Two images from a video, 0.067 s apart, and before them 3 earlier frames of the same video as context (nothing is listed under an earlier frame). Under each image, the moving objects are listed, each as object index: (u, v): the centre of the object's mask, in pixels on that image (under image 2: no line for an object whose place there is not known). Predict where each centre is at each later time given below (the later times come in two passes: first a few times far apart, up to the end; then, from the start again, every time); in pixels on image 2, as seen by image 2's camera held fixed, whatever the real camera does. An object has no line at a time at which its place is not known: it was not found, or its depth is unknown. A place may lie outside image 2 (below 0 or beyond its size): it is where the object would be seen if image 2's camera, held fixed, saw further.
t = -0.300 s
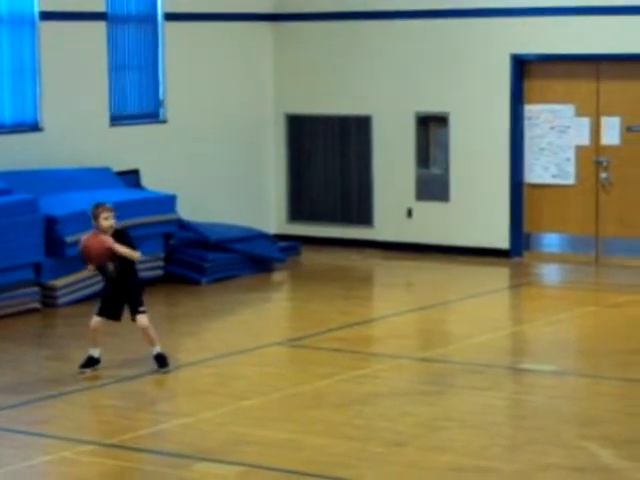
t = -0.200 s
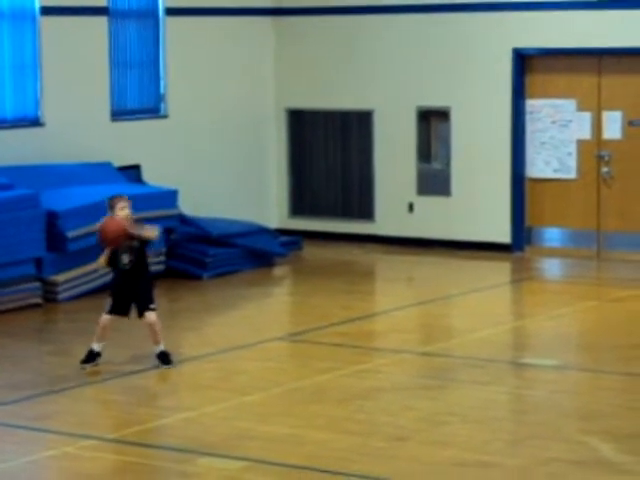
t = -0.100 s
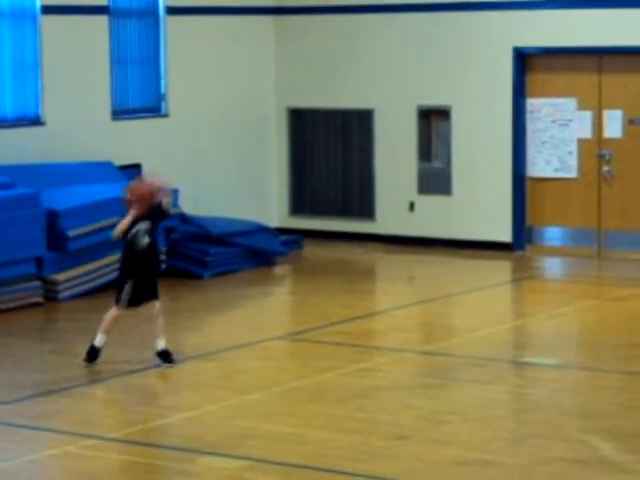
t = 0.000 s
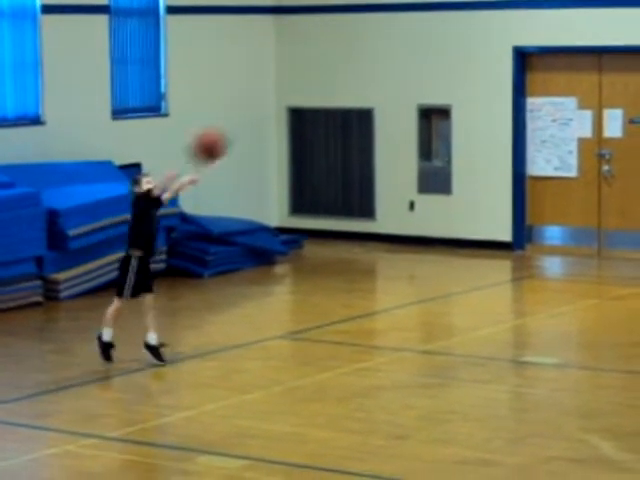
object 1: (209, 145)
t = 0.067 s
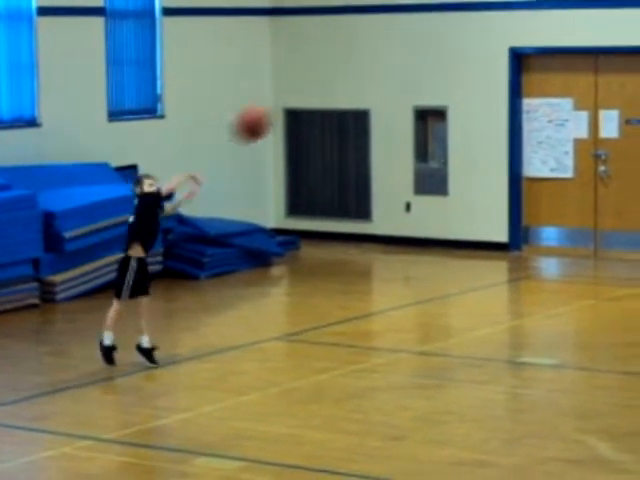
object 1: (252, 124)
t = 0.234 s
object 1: (379, 90)
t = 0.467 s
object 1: (575, 109)
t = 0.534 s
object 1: (632, 133)
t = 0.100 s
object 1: (276, 114)
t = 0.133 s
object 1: (302, 106)
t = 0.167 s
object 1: (328, 97)
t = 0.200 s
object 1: (353, 93)
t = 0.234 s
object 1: (379, 90)
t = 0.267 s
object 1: (405, 87)
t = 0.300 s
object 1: (431, 87)
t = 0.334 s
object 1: (458, 88)
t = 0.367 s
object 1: (486, 91)
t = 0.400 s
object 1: (514, 95)
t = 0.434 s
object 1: (543, 102)
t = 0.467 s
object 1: (575, 109)
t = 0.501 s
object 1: (603, 120)
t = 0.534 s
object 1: (632, 133)
